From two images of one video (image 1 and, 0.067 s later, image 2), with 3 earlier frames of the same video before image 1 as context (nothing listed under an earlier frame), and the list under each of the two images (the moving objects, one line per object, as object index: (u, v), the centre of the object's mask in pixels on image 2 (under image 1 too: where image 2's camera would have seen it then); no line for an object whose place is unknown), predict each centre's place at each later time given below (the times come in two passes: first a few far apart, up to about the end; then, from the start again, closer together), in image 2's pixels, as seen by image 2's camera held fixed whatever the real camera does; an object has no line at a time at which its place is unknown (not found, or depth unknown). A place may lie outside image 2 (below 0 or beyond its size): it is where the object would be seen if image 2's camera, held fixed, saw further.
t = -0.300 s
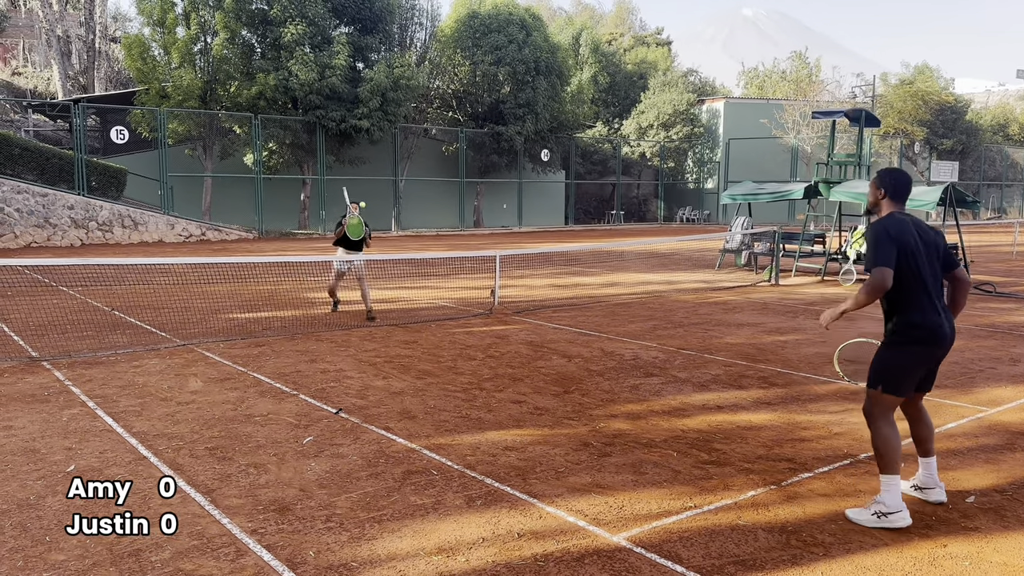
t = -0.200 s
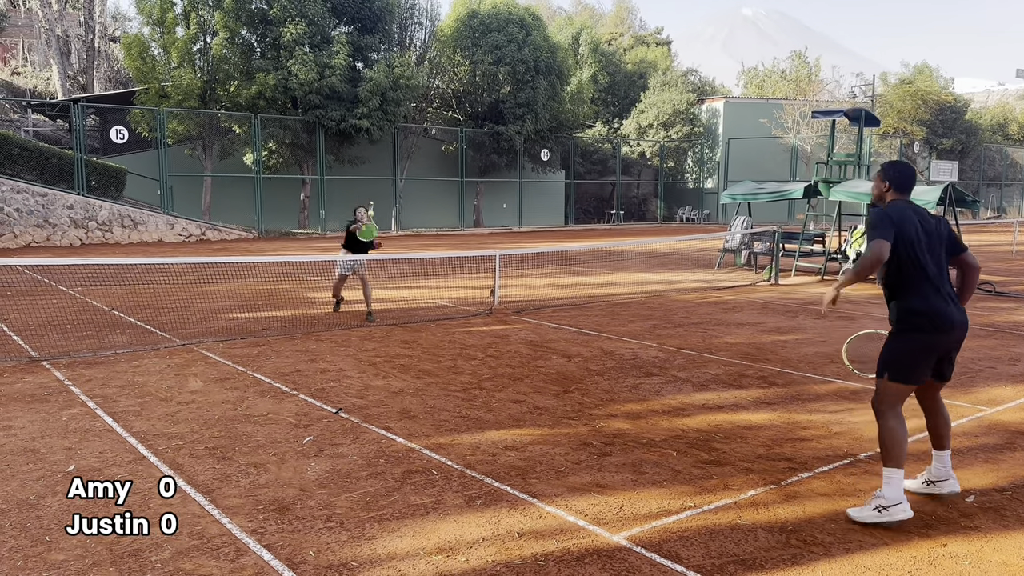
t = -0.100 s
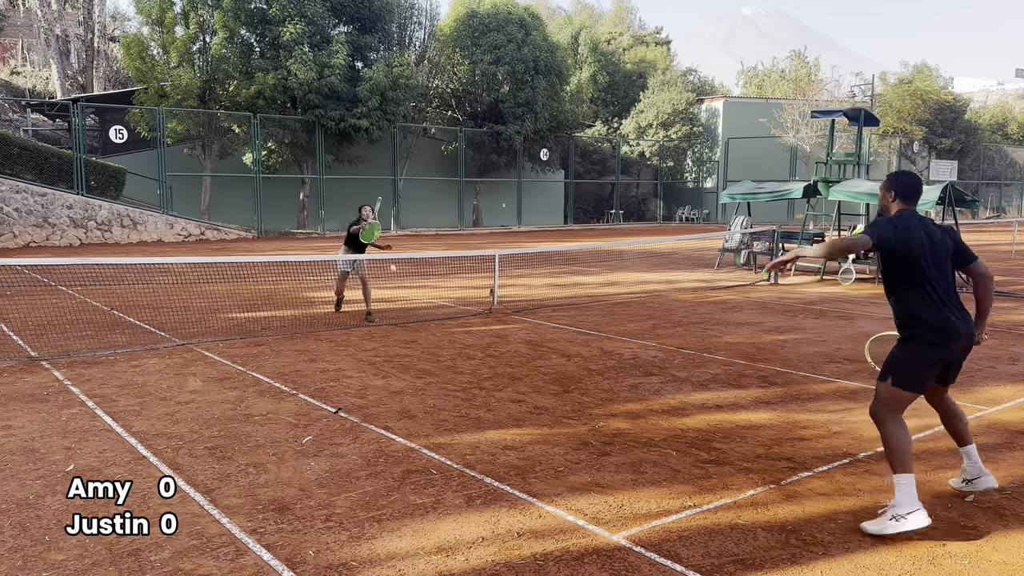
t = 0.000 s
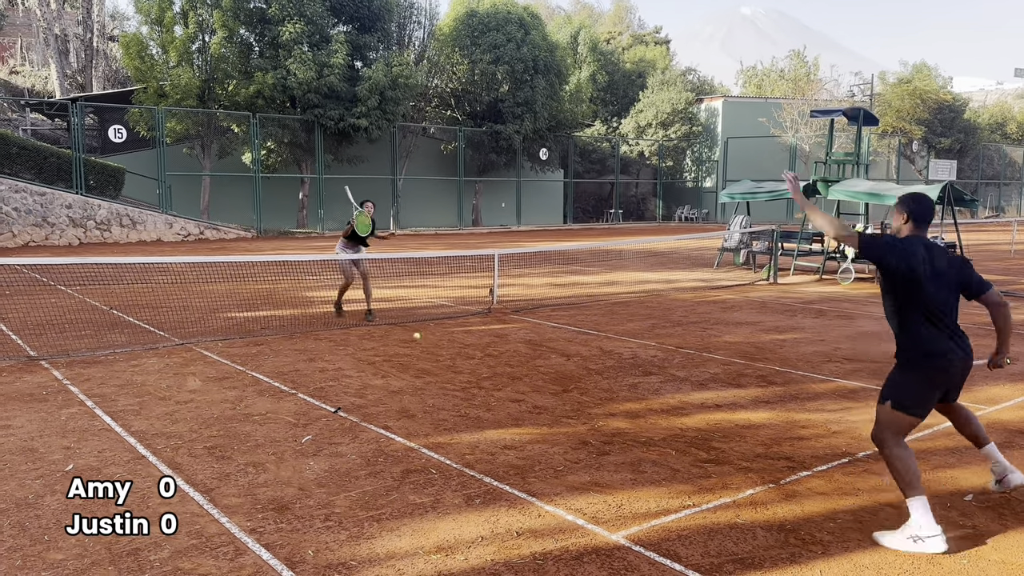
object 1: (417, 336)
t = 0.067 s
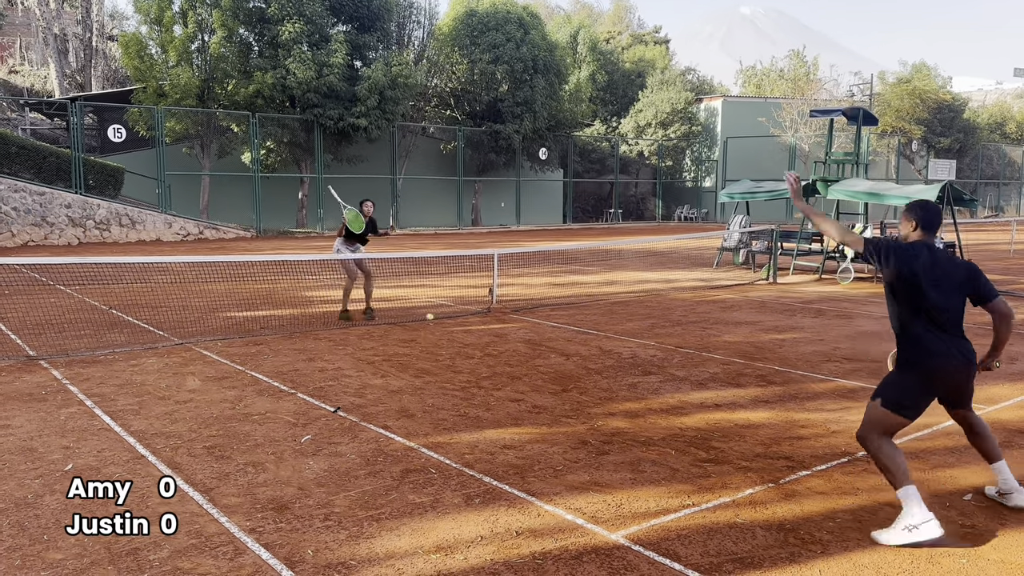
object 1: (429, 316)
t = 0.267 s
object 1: (474, 241)
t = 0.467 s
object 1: (525, 197)
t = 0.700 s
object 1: (597, 197)
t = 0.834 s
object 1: (645, 229)
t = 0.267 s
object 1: (474, 241)
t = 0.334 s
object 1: (489, 222)
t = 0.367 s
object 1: (498, 215)
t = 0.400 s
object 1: (507, 207)
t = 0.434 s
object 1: (516, 202)
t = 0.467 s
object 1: (525, 197)
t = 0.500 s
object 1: (535, 193)
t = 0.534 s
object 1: (545, 190)
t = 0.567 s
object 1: (555, 189)
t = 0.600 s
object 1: (565, 189)
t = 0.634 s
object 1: (575, 190)
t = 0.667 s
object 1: (586, 193)
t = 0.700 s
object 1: (597, 197)
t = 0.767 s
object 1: (621, 210)
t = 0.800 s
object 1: (633, 219)
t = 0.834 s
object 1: (645, 229)
